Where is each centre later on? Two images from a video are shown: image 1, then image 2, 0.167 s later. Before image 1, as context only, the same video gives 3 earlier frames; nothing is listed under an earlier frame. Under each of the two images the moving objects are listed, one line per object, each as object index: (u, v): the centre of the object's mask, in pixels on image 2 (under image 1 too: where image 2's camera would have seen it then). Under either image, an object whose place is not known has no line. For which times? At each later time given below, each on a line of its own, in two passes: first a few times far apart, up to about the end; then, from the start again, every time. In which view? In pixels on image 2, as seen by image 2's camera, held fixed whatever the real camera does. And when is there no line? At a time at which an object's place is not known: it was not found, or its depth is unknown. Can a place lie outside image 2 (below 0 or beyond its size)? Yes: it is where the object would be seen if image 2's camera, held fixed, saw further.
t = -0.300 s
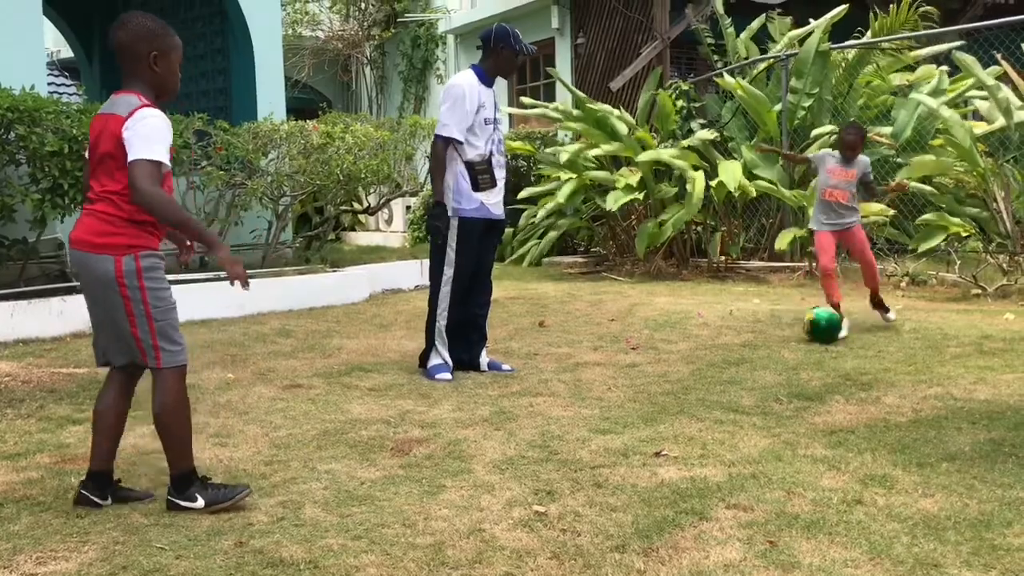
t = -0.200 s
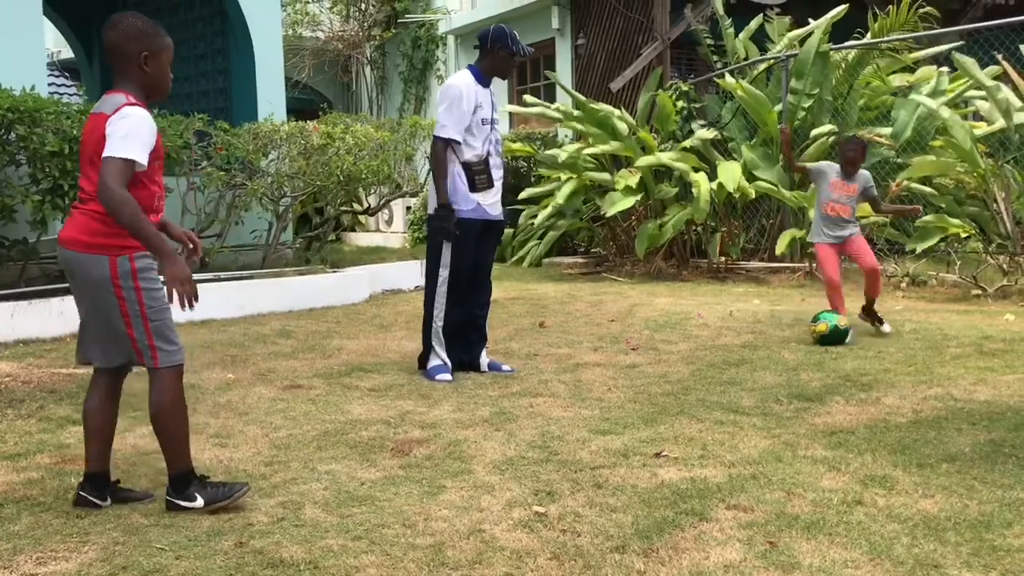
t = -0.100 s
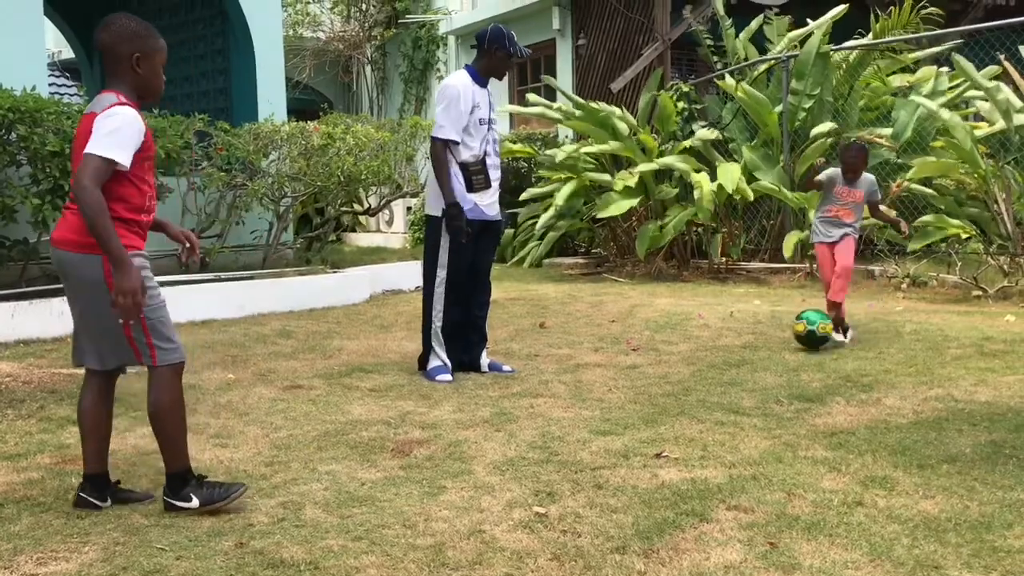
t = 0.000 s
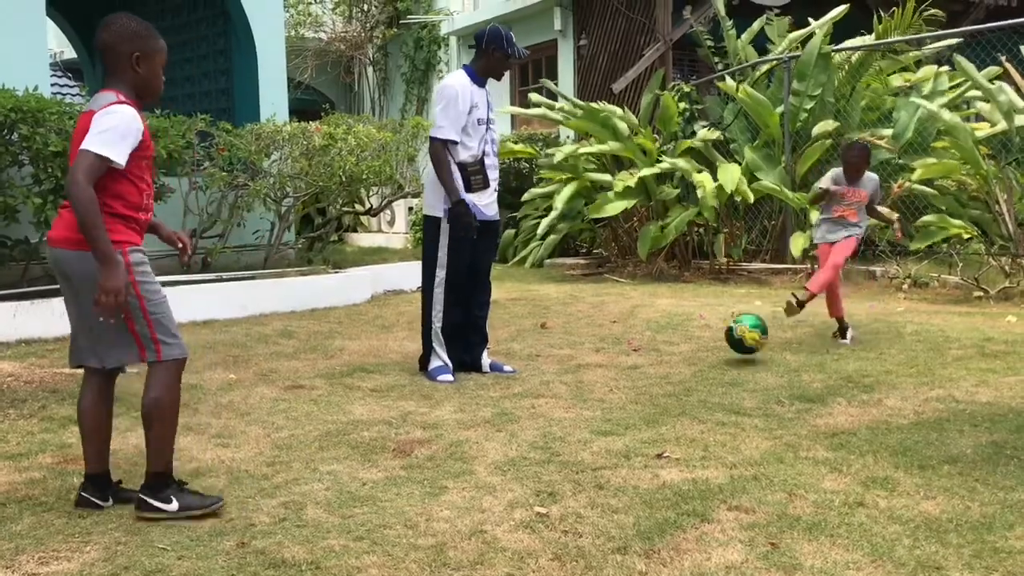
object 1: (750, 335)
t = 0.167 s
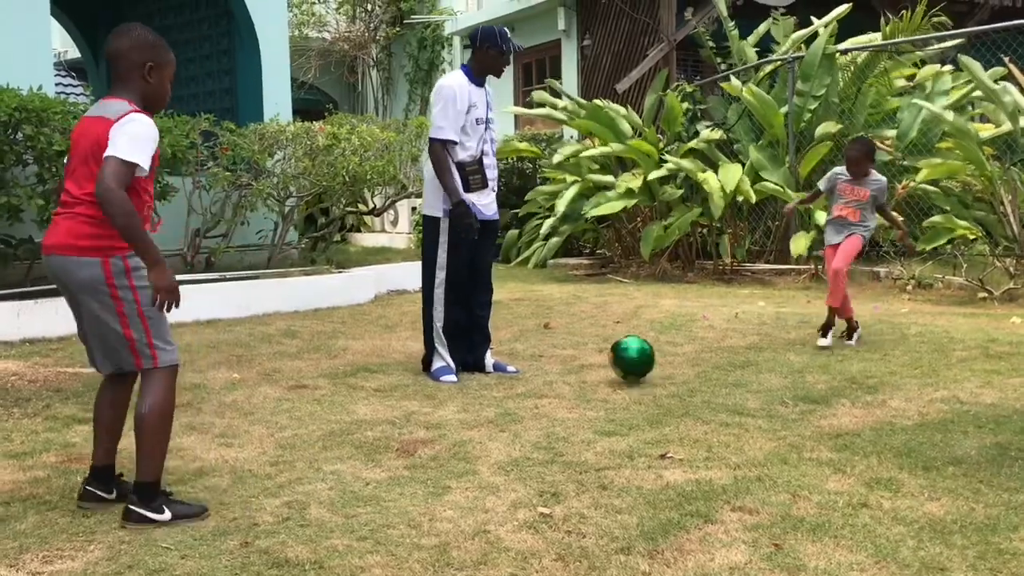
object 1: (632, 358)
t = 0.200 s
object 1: (611, 358)
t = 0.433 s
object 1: (471, 385)
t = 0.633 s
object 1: (360, 403)
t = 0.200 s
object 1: (611, 358)
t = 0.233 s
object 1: (590, 360)
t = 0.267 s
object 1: (569, 364)
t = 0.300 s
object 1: (547, 372)
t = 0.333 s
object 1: (525, 380)
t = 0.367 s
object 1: (507, 382)
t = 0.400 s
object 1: (489, 382)
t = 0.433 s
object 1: (471, 385)
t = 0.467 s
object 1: (454, 389)
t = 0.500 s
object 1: (433, 393)
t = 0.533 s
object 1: (416, 394)
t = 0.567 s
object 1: (398, 394)
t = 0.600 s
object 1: (379, 398)
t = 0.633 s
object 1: (360, 403)
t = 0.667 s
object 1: (341, 407)
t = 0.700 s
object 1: (321, 408)
